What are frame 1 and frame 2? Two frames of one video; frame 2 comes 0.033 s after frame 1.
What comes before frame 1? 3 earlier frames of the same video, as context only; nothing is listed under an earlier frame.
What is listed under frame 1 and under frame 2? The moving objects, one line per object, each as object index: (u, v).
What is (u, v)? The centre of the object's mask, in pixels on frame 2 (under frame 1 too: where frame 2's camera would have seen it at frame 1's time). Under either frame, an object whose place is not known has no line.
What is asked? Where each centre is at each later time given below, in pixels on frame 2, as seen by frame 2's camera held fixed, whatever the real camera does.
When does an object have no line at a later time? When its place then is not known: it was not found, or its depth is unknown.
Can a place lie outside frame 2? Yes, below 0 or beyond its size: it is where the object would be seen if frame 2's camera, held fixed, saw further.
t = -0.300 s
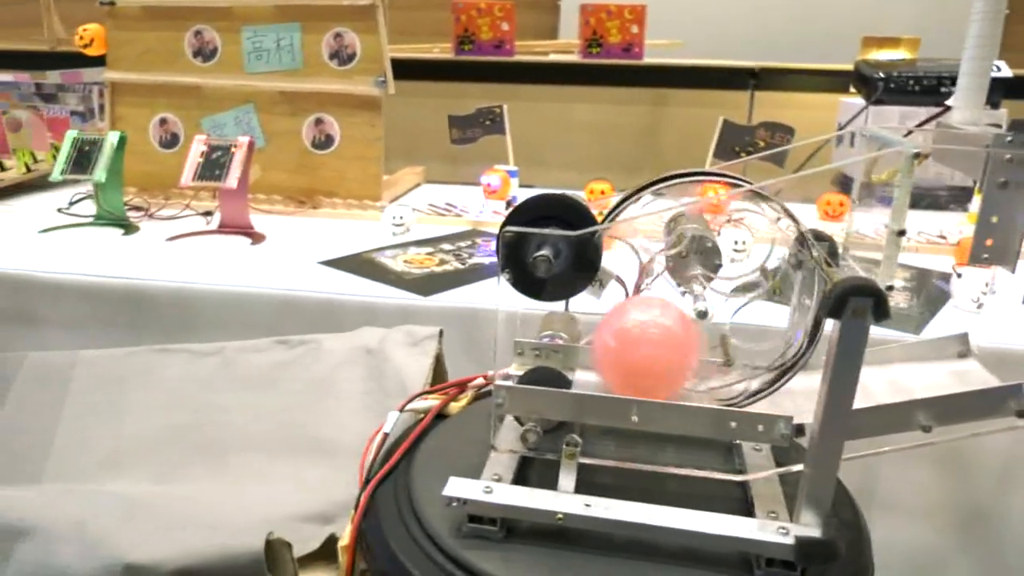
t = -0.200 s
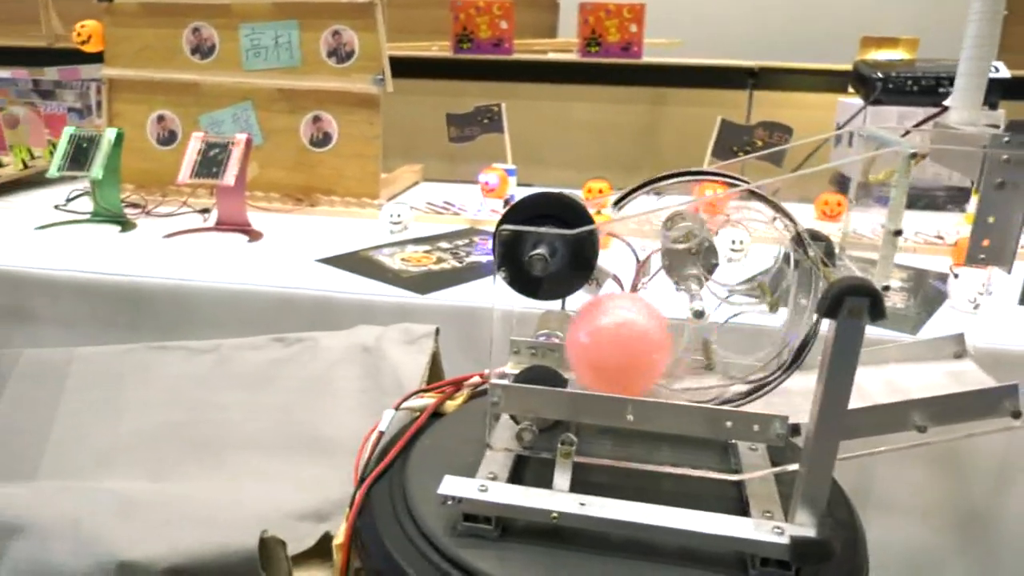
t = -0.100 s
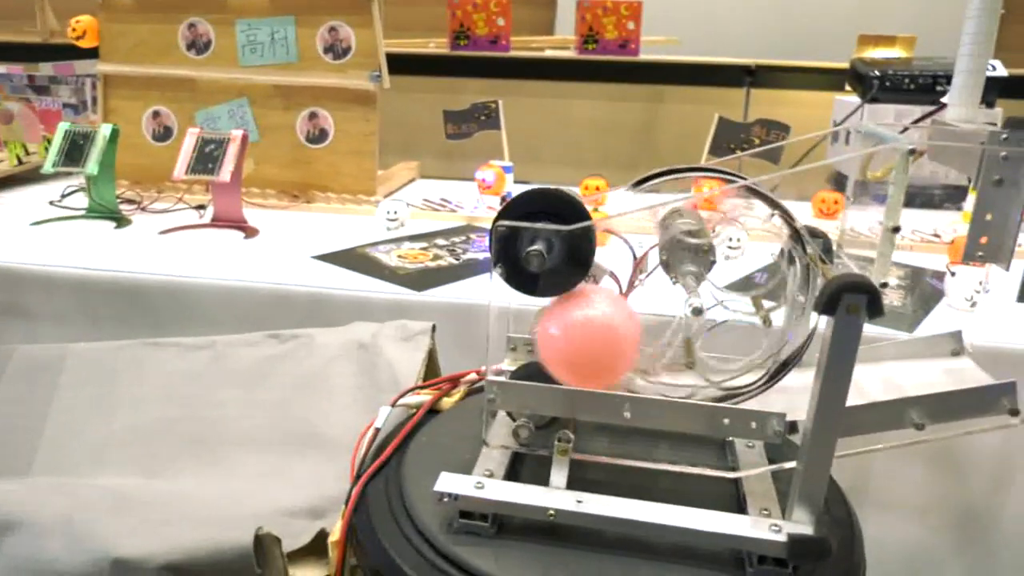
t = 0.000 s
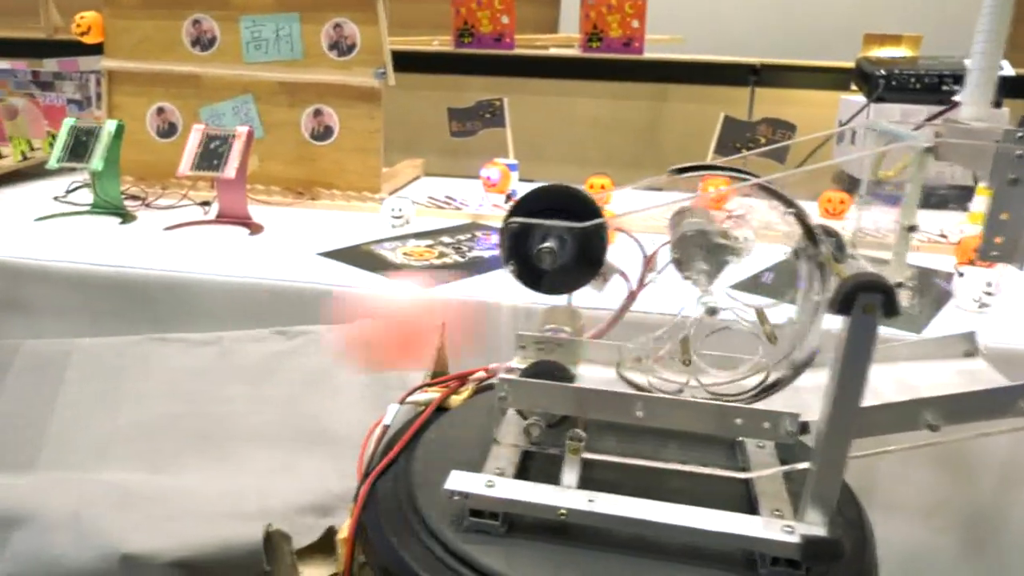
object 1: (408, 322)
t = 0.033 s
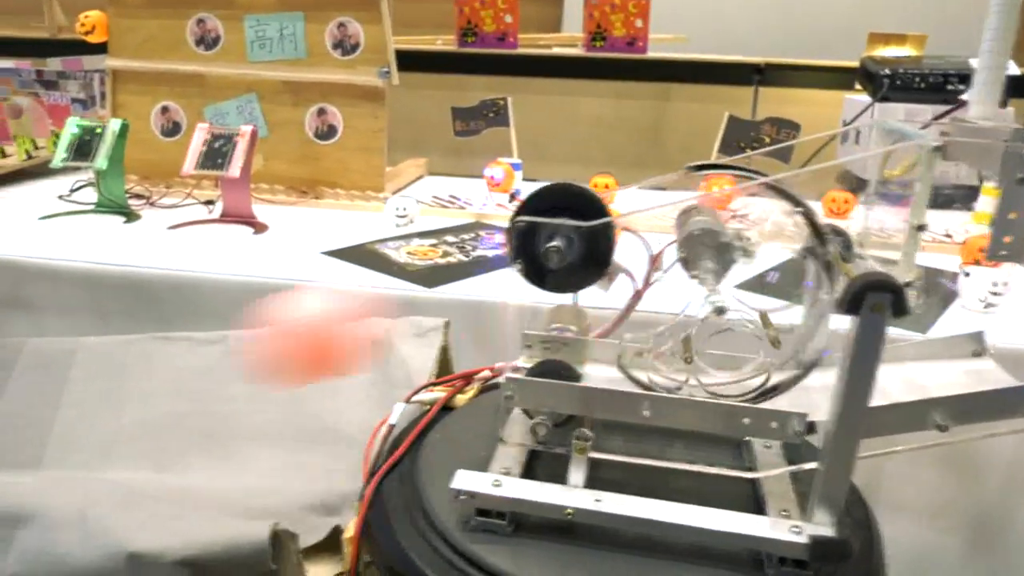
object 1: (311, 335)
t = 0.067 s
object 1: (229, 359)
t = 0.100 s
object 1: (148, 399)
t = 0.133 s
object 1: (79, 429)
